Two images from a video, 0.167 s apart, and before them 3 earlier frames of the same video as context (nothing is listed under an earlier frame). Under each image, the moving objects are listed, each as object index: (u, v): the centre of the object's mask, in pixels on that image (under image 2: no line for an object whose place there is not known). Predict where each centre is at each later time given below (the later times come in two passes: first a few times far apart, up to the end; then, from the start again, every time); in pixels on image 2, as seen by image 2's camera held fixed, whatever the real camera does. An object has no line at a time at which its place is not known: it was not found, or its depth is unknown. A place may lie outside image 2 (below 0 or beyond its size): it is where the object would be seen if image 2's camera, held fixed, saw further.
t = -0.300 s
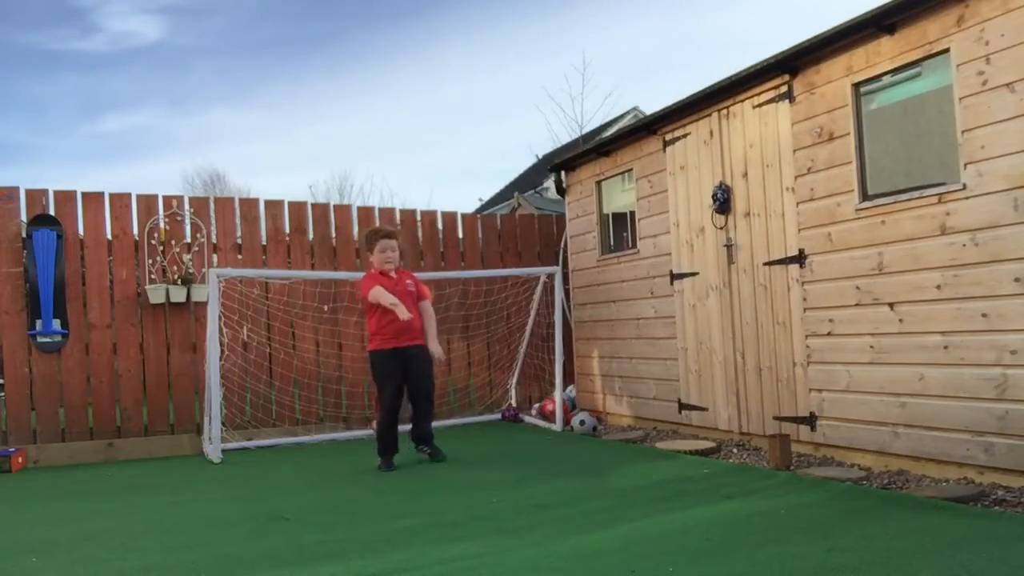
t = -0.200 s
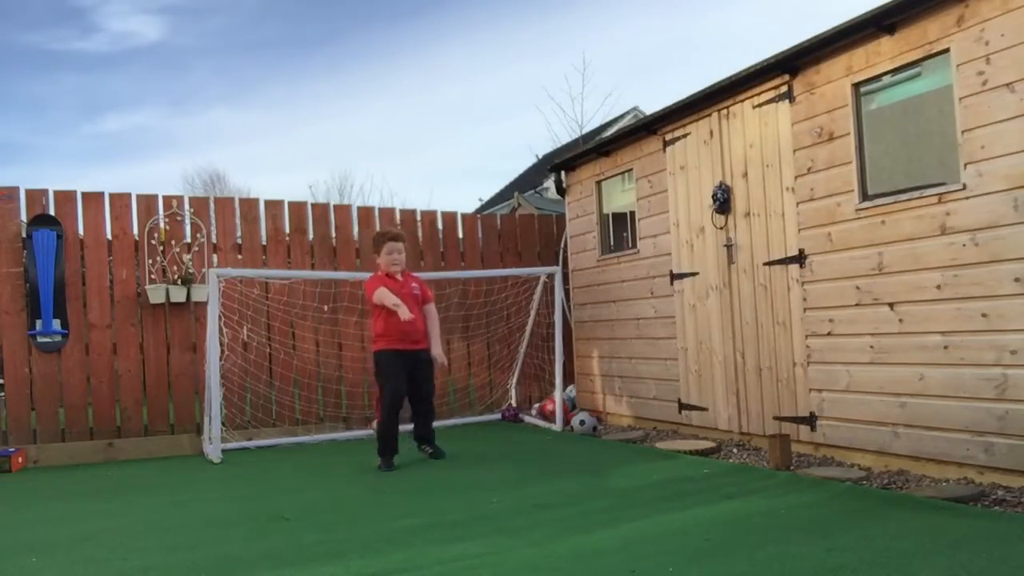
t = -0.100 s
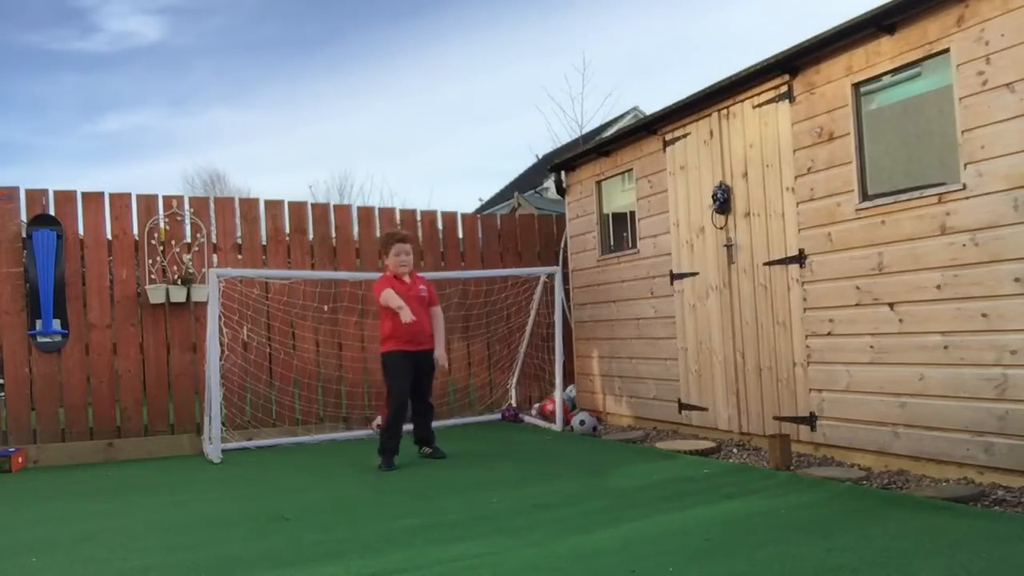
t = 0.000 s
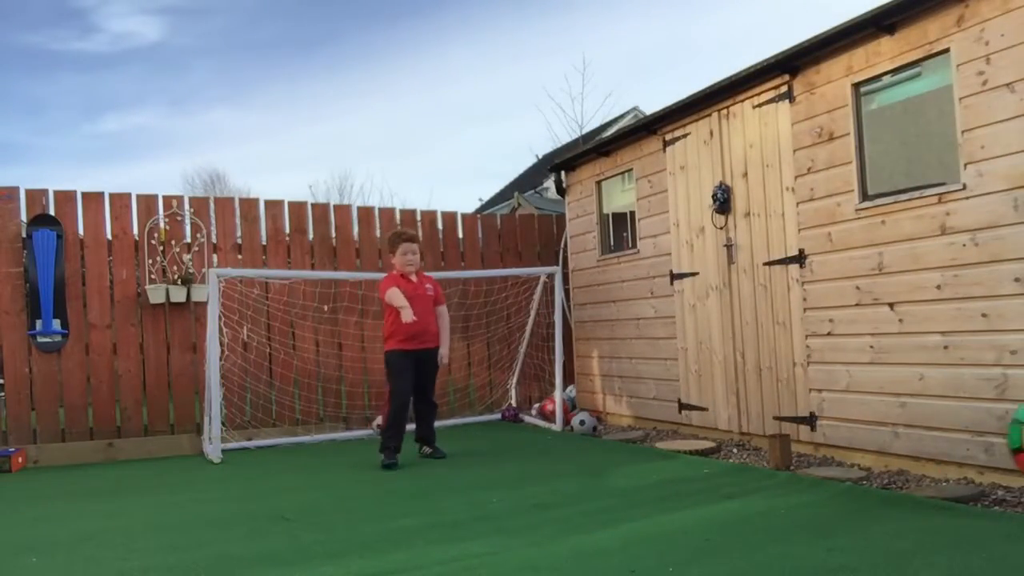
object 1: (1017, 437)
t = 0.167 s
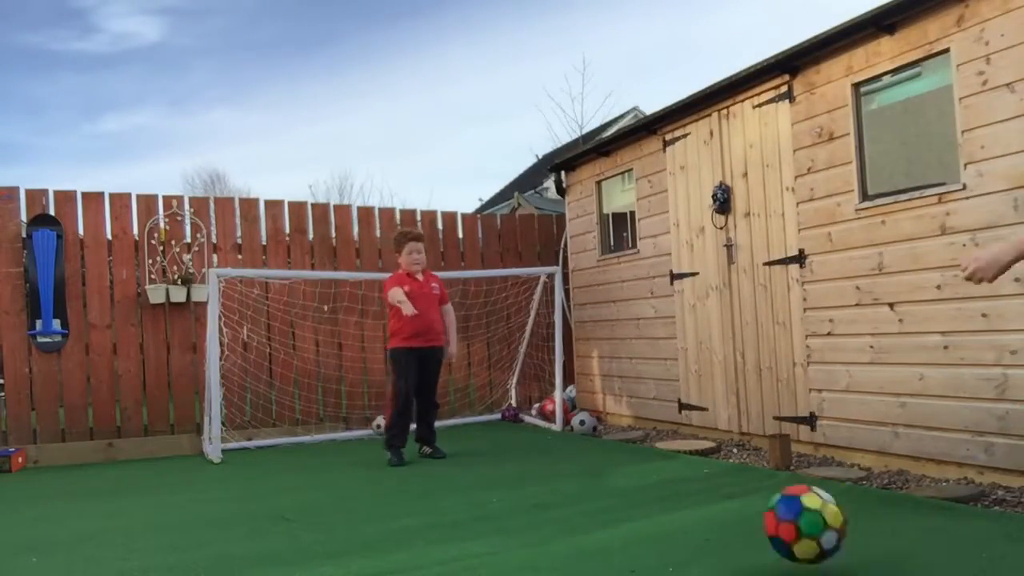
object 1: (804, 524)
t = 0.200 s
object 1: (778, 497)
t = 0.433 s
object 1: (641, 431)
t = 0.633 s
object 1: (565, 482)
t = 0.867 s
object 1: (497, 440)
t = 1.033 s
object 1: (462, 449)
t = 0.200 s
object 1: (778, 497)
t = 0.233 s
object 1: (755, 475)
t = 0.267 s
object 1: (732, 458)
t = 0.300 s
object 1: (711, 444)
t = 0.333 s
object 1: (691, 435)
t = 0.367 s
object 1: (673, 430)
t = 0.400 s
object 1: (657, 429)
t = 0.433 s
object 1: (641, 431)
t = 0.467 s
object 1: (626, 436)
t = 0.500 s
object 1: (612, 444)
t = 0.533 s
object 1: (599, 453)
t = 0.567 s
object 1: (588, 465)
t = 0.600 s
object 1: (576, 480)
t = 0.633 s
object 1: (565, 482)
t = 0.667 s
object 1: (554, 467)
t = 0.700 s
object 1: (542, 456)
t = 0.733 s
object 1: (533, 447)
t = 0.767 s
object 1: (524, 441)
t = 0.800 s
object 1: (514, 439)
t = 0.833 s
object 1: (507, 438)
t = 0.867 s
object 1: (497, 440)
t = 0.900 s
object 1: (490, 444)
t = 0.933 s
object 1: (482, 450)
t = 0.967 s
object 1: (476, 460)
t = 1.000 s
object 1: (469, 458)
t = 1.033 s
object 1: (462, 449)
